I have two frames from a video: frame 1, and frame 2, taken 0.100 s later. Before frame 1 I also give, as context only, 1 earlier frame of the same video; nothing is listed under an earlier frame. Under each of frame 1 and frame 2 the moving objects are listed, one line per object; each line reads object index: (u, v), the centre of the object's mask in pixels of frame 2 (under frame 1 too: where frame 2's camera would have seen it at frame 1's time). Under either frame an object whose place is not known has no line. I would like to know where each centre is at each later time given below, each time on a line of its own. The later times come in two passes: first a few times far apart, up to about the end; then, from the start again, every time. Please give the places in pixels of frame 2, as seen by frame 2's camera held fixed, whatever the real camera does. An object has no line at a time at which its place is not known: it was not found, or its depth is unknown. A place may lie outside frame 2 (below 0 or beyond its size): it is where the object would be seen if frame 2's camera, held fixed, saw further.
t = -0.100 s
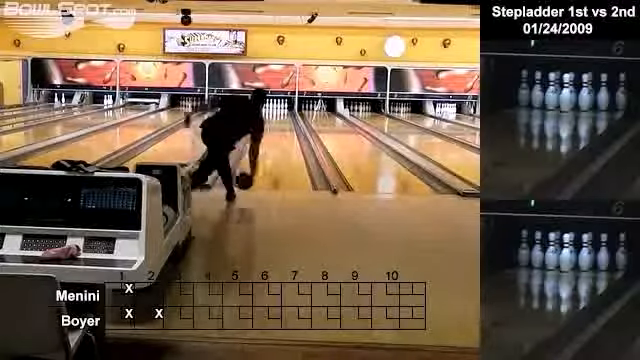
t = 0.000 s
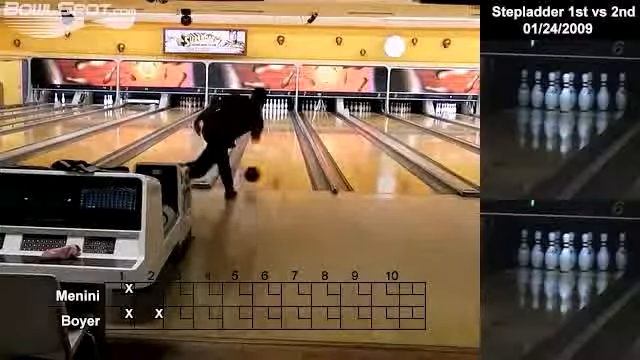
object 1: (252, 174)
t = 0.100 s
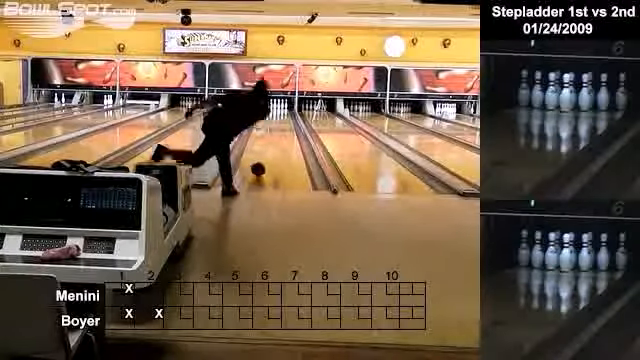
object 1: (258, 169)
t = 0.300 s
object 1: (267, 154)
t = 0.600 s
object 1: (275, 139)
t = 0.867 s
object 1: (279, 130)
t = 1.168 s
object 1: (282, 123)
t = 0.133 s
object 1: (260, 166)
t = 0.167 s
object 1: (262, 163)
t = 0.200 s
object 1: (263, 161)
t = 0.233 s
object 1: (264, 158)
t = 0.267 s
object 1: (265, 156)
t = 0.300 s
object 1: (267, 154)
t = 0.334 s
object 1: (268, 152)
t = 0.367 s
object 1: (269, 150)
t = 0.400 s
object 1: (270, 148)
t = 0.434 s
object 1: (270, 147)
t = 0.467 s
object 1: (272, 145)
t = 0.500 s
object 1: (273, 143)
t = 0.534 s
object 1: (274, 142)
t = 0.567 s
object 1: (274, 139)
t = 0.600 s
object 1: (275, 139)
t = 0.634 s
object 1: (275, 139)
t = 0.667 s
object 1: (274, 138)
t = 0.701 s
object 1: (275, 138)
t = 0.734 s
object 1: (276, 137)
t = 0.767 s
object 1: (274, 133)
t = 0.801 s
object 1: (279, 131)
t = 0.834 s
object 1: (279, 129)
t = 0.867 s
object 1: (279, 130)
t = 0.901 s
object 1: (280, 129)
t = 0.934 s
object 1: (280, 128)
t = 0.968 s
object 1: (280, 126)
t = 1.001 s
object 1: (280, 126)
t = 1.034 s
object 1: (281, 124)
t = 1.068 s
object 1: (281, 123)
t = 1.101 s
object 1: (282, 123)
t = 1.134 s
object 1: (282, 123)
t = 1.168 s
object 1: (282, 123)
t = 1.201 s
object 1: (282, 123)
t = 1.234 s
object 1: (282, 123)
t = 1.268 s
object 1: (282, 123)
